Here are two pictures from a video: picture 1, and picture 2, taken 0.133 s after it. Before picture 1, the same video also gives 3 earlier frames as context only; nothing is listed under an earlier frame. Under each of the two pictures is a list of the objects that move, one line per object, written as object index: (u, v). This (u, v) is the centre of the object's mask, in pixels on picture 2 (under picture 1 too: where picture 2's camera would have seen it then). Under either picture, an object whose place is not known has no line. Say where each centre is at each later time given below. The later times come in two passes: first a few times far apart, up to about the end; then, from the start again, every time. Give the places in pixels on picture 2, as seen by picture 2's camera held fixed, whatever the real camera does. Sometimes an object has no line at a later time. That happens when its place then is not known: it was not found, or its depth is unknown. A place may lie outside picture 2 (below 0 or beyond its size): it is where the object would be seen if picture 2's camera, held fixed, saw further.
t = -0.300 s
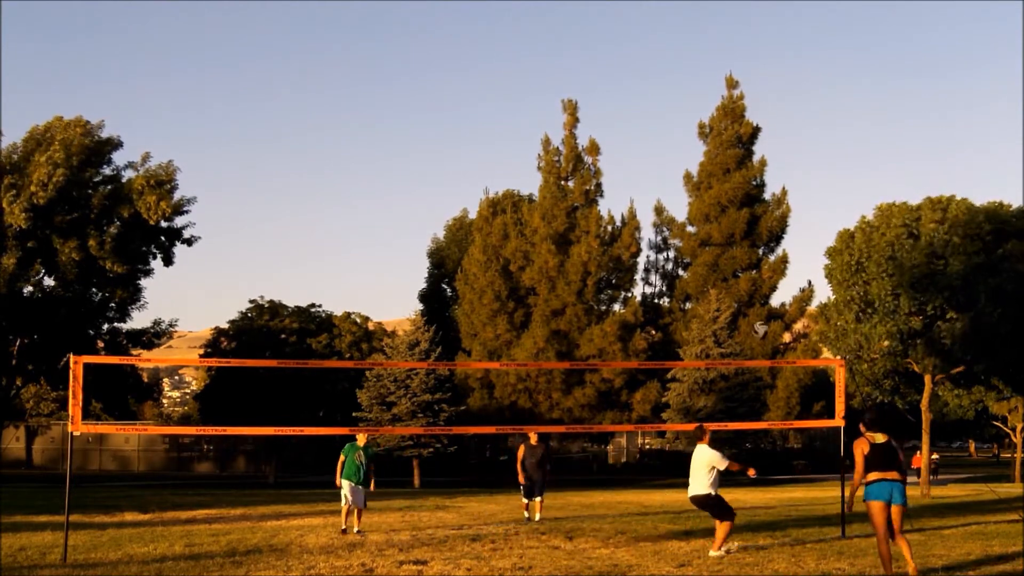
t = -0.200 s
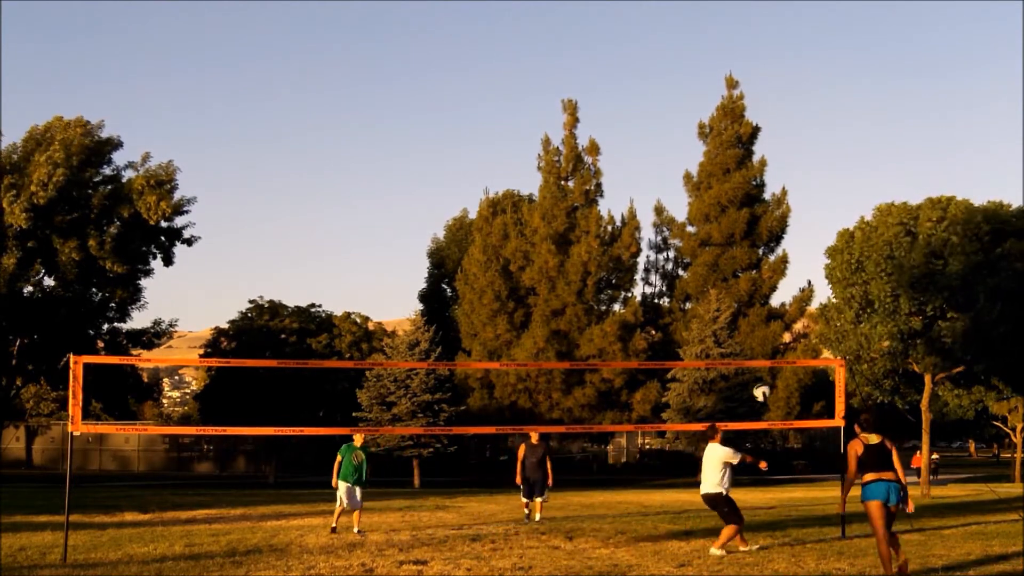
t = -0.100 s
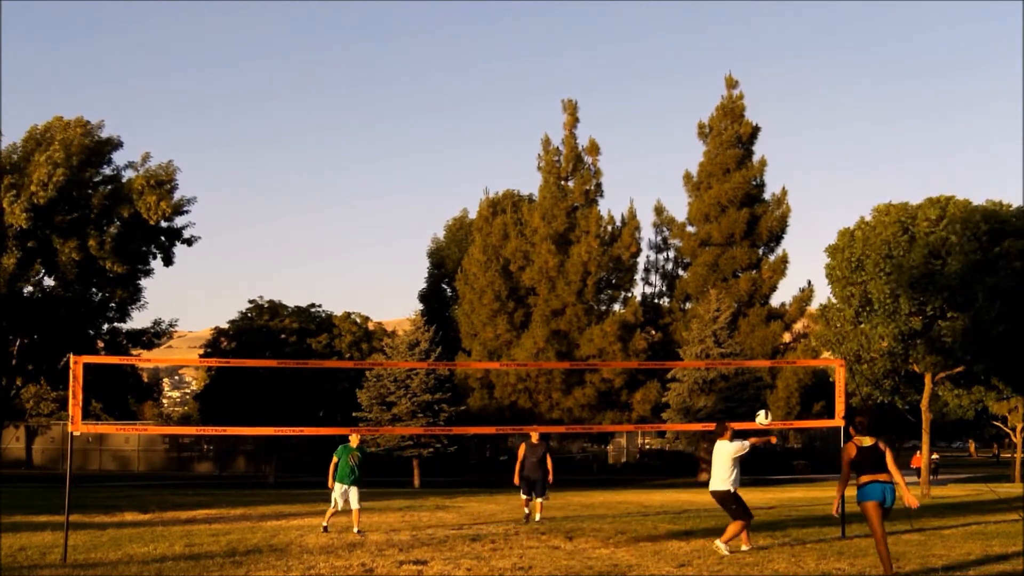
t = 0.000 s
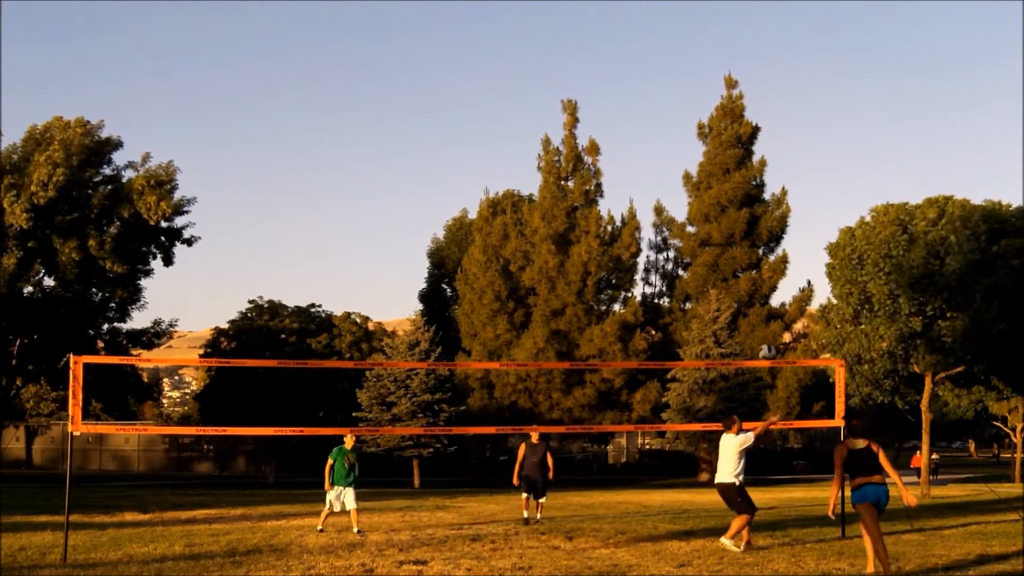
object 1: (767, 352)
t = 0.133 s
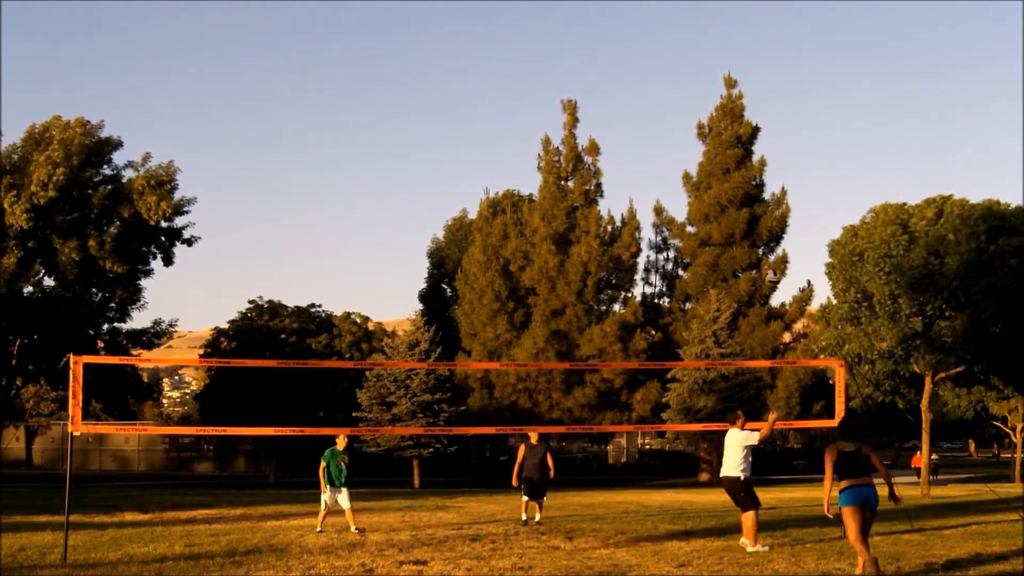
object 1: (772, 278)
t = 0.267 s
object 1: (781, 217)
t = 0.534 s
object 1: (800, 141)
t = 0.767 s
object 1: (822, 119)
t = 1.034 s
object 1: (852, 145)
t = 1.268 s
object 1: (881, 212)
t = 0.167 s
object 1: (774, 260)
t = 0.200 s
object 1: (777, 246)
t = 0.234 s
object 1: (779, 232)
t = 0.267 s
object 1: (781, 217)
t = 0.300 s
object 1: (783, 204)
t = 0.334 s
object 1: (785, 194)
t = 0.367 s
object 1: (787, 182)
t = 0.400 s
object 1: (790, 172)
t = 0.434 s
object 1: (792, 163)
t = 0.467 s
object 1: (795, 155)
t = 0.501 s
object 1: (798, 148)
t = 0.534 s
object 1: (800, 141)
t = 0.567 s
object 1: (803, 135)
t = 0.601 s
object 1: (806, 131)
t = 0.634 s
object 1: (809, 127)
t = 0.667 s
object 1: (812, 123)
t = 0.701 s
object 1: (816, 121)
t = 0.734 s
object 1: (819, 120)
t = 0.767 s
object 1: (822, 119)
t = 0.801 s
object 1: (826, 119)
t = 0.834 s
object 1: (829, 120)
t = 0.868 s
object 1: (833, 122)
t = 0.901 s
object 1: (837, 125)
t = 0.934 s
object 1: (840, 128)
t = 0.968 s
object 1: (844, 133)
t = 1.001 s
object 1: (848, 138)
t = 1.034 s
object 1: (852, 145)
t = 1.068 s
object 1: (856, 152)
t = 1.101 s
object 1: (860, 160)
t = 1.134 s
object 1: (865, 169)
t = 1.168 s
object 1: (869, 179)
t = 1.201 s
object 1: (873, 189)
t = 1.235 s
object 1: (878, 201)
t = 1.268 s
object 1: (881, 212)
